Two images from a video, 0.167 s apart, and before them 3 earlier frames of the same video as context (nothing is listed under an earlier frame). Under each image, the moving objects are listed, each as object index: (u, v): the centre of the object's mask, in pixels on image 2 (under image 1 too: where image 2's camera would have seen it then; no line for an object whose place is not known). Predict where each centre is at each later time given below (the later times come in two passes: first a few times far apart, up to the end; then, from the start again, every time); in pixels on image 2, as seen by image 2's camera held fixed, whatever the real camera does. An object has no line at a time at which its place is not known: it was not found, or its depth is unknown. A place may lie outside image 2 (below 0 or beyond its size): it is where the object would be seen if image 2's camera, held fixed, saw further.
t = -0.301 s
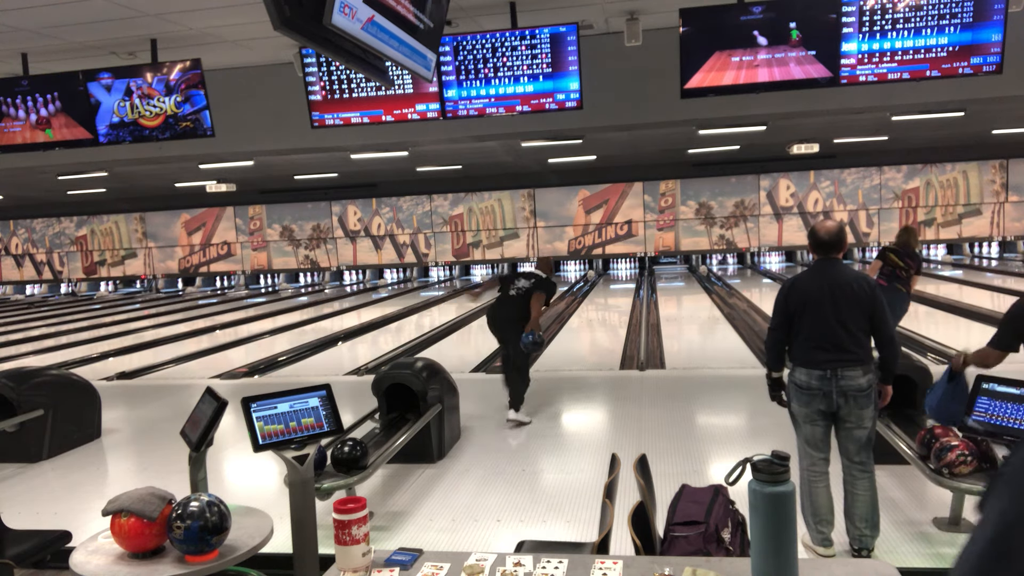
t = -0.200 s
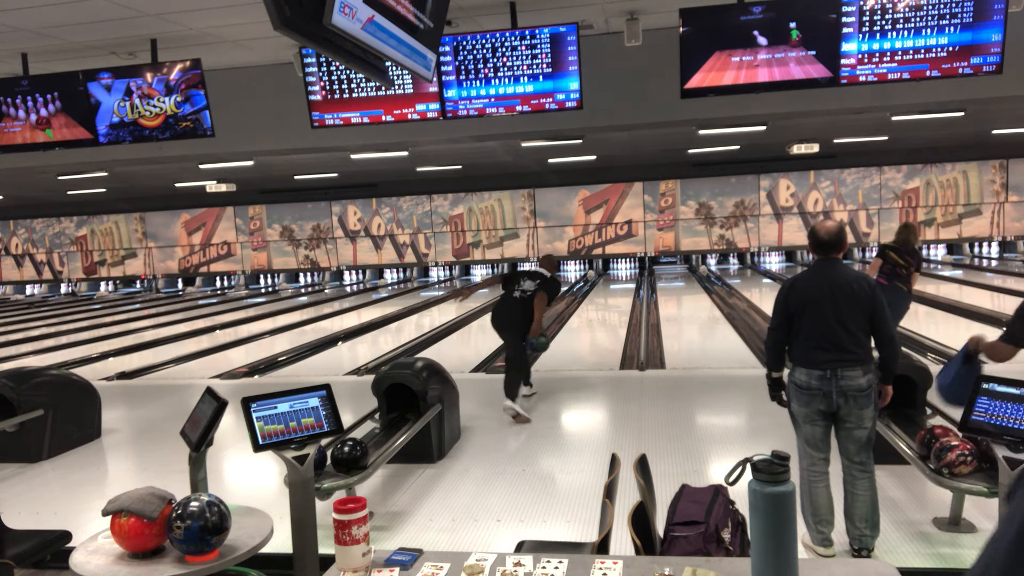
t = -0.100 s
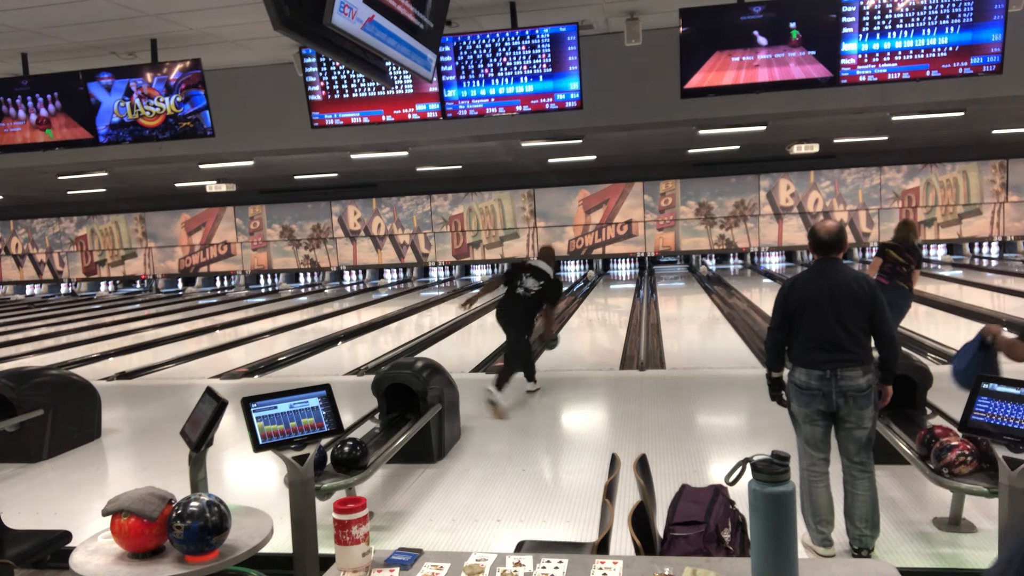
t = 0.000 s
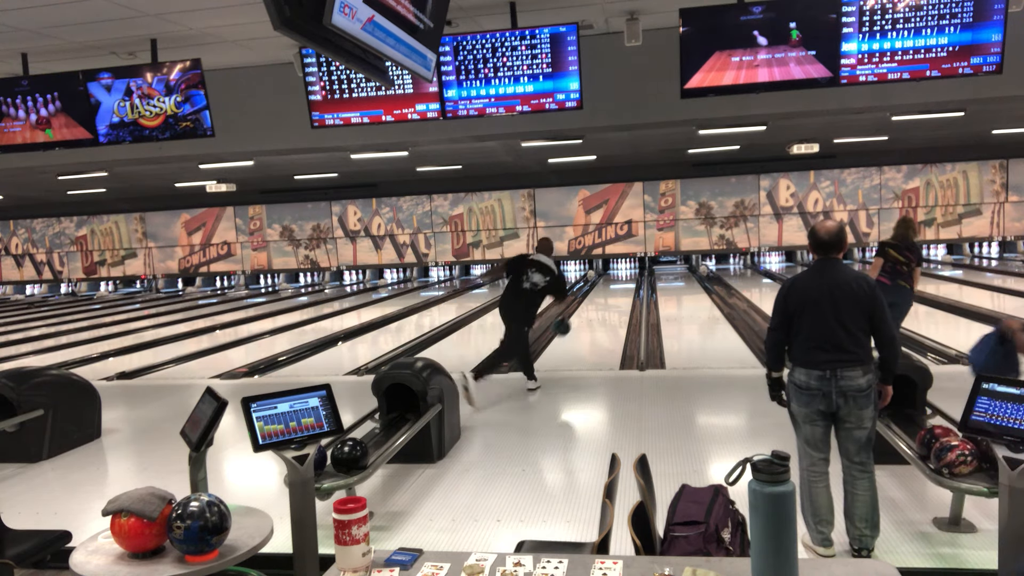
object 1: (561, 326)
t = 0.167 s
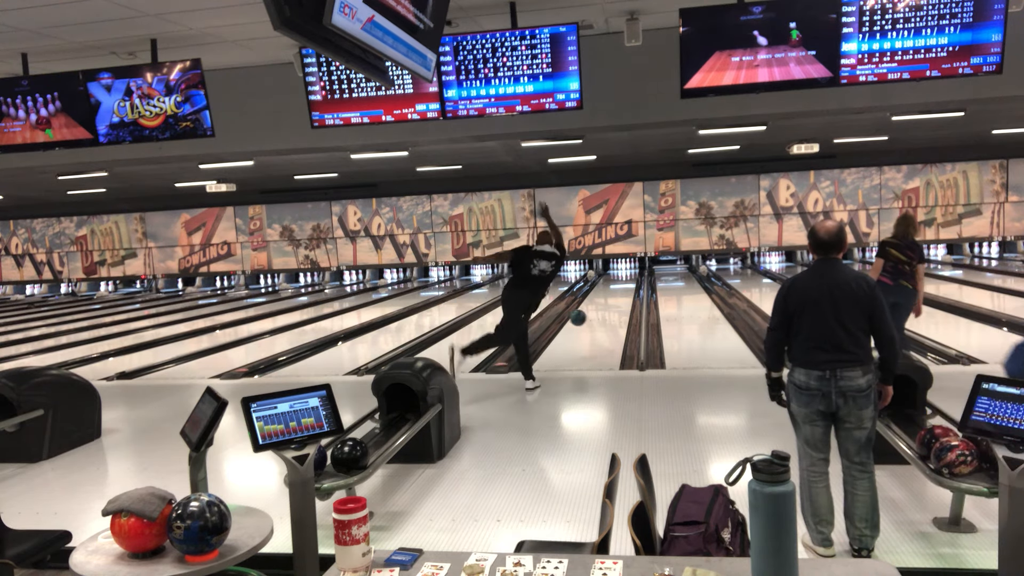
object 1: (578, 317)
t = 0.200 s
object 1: (581, 318)
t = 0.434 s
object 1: (597, 322)
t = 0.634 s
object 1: (607, 312)
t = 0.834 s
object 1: (614, 302)
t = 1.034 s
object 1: (620, 294)
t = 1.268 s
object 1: (625, 287)
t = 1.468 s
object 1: (627, 282)
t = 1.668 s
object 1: (629, 277)
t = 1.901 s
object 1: (629, 274)
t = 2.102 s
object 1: (628, 271)
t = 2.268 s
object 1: (626, 270)
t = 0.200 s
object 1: (581, 318)
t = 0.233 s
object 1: (584, 320)
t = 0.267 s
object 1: (586, 322)
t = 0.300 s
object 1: (589, 325)
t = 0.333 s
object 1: (591, 329)
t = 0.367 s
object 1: (594, 329)
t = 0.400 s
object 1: (595, 325)
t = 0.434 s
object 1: (597, 322)
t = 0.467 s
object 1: (599, 320)
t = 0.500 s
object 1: (601, 318)
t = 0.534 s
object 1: (602, 317)
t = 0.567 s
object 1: (604, 316)
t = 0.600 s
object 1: (605, 314)
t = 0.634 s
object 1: (607, 312)
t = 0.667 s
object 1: (608, 310)
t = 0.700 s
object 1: (609, 309)
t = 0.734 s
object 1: (611, 307)
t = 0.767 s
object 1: (612, 306)
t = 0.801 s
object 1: (613, 304)
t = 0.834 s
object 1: (614, 302)
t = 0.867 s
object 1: (615, 301)
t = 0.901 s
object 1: (616, 300)
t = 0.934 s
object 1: (617, 298)
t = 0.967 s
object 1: (618, 297)
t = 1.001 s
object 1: (619, 295)
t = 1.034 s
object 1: (620, 294)
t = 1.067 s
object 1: (620, 293)
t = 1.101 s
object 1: (621, 292)
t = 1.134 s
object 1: (622, 291)
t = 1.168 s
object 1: (623, 290)
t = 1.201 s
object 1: (623, 289)
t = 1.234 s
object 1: (624, 288)
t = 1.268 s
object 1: (625, 287)
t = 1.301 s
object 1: (625, 286)
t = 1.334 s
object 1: (626, 285)
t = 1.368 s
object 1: (626, 284)
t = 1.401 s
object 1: (627, 283)
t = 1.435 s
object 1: (627, 282)
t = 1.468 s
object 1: (627, 282)
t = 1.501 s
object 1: (627, 281)
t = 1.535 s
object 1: (628, 280)
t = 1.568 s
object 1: (628, 280)
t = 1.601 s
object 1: (628, 279)
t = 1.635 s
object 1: (628, 278)
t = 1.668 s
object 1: (629, 277)
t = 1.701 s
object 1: (629, 277)
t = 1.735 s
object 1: (628, 276)
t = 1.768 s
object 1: (629, 276)
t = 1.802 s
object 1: (629, 275)
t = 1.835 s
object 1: (629, 275)
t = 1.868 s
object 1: (629, 274)
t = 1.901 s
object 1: (629, 274)
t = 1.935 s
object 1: (629, 273)
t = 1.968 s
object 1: (629, 273)
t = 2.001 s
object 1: (628, 273)
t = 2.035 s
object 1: (628, 273)
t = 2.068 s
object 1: (628, 271)
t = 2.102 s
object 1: (628, 271)
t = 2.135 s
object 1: (628, 270)
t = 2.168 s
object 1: (627, 270)
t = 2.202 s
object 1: (627, 270)
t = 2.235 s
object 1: (627, 269)
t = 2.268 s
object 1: (626, 270)
